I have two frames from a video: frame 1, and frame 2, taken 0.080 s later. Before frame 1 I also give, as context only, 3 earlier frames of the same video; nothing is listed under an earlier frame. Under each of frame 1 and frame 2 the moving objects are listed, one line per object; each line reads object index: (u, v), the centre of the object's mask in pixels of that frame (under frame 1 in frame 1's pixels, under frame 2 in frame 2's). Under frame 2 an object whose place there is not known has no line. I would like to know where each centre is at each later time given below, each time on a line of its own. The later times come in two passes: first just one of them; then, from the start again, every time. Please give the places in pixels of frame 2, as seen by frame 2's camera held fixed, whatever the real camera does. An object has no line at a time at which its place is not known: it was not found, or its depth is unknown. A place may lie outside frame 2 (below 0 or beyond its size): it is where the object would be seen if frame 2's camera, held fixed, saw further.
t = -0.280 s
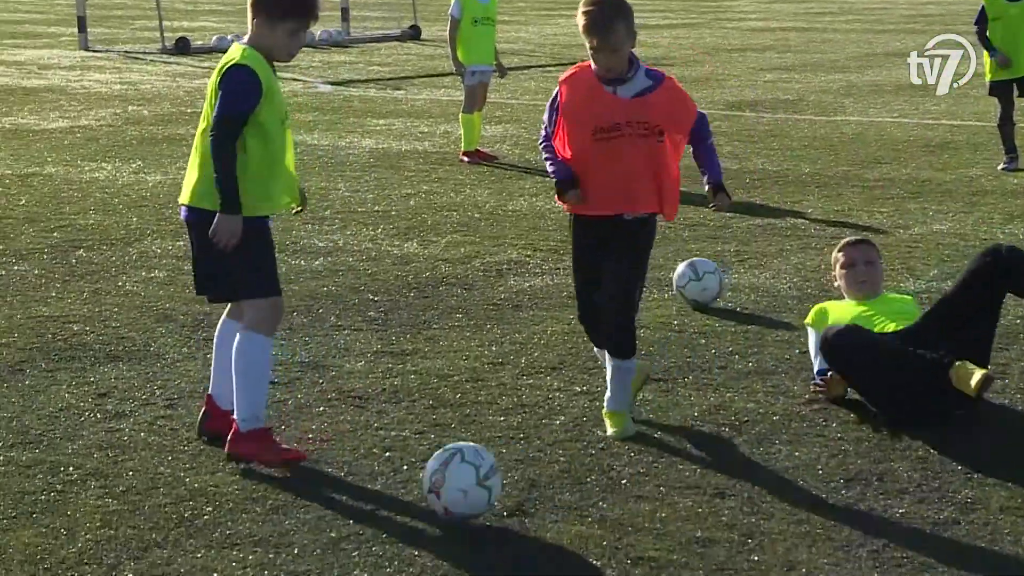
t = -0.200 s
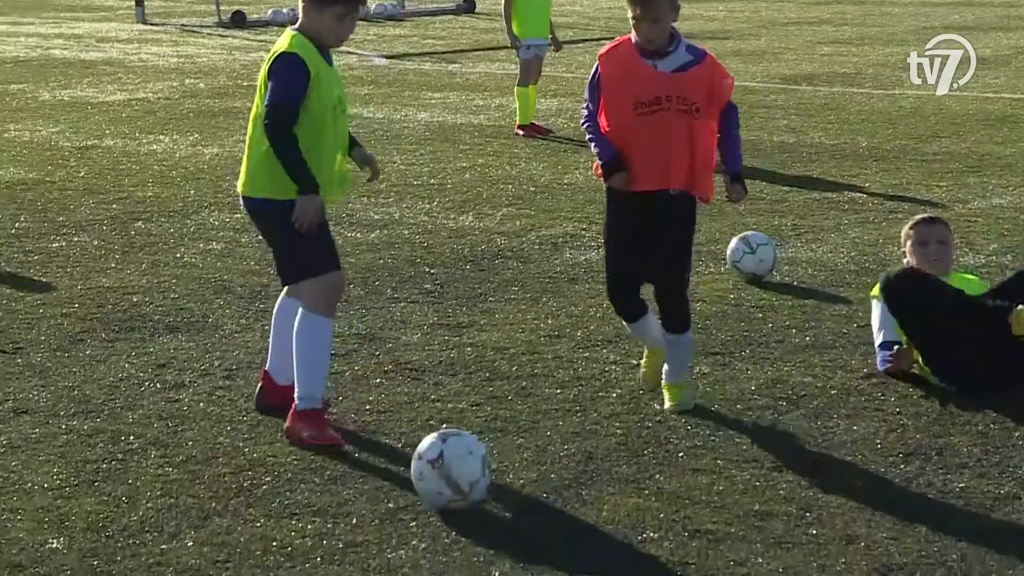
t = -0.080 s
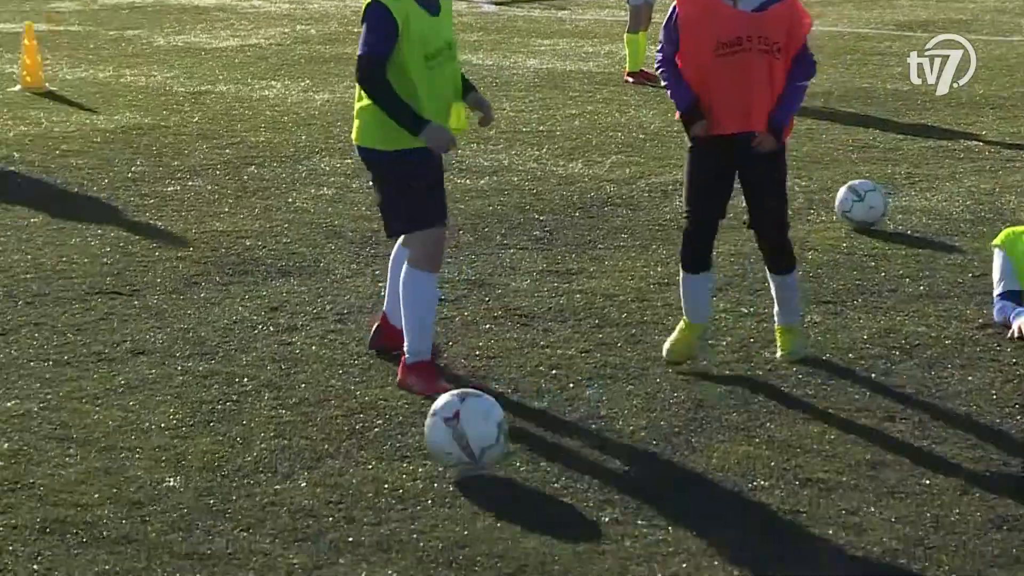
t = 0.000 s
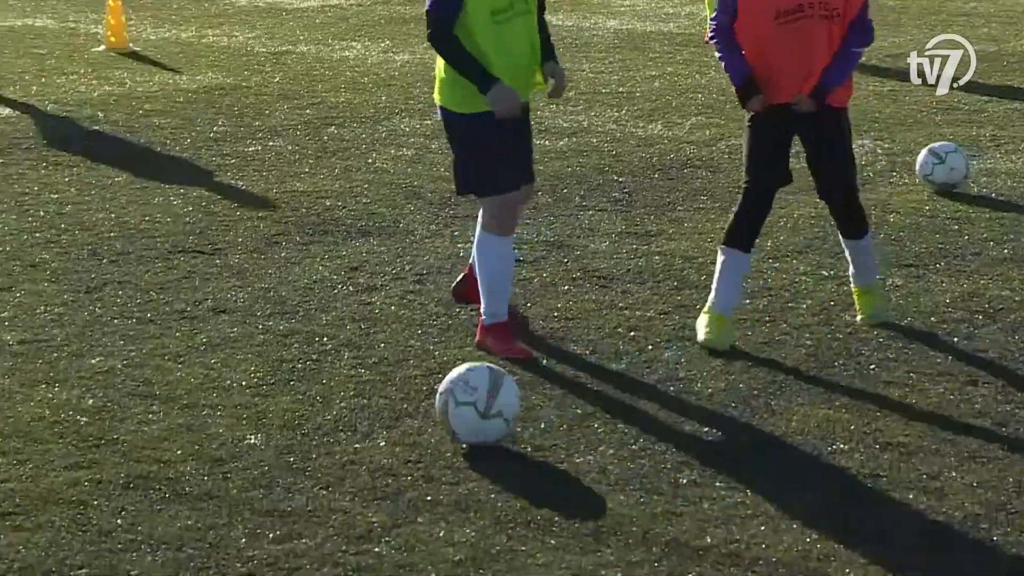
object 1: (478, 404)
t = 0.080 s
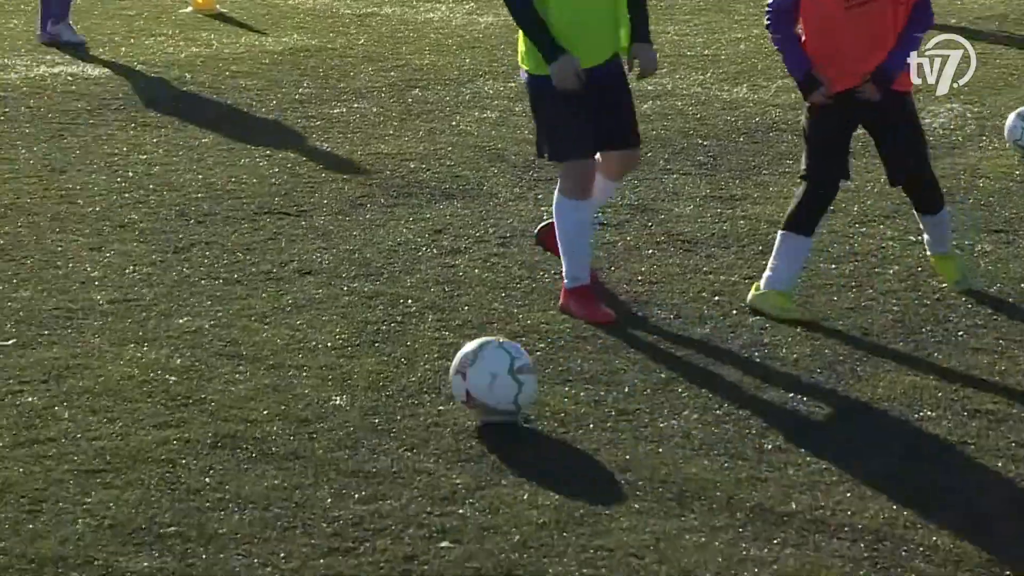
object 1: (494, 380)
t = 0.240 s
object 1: (355, 405)
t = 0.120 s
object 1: (460, 384)
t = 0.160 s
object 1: (427, 394)
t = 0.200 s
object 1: (392, 400)
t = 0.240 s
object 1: (355, 405)
